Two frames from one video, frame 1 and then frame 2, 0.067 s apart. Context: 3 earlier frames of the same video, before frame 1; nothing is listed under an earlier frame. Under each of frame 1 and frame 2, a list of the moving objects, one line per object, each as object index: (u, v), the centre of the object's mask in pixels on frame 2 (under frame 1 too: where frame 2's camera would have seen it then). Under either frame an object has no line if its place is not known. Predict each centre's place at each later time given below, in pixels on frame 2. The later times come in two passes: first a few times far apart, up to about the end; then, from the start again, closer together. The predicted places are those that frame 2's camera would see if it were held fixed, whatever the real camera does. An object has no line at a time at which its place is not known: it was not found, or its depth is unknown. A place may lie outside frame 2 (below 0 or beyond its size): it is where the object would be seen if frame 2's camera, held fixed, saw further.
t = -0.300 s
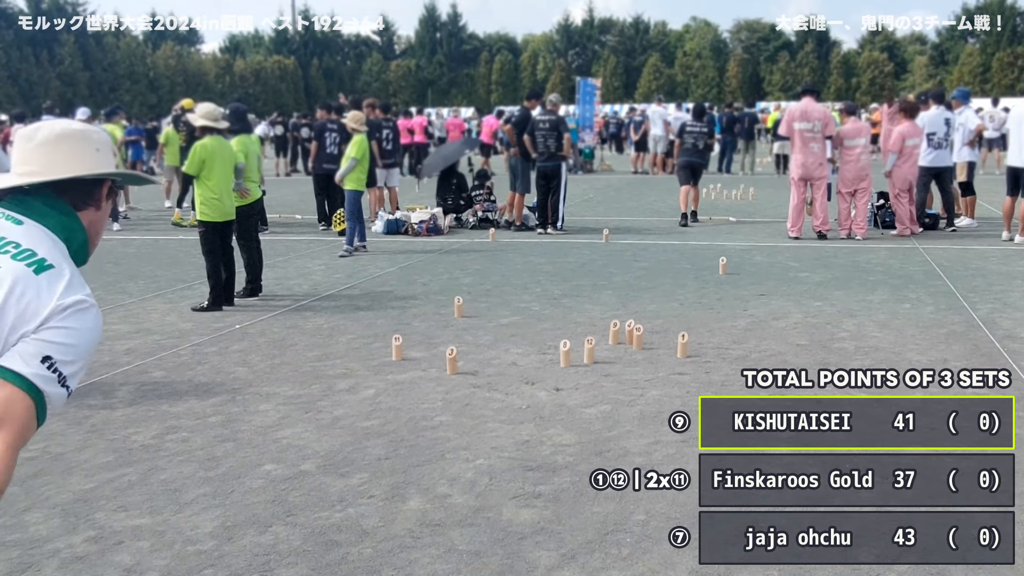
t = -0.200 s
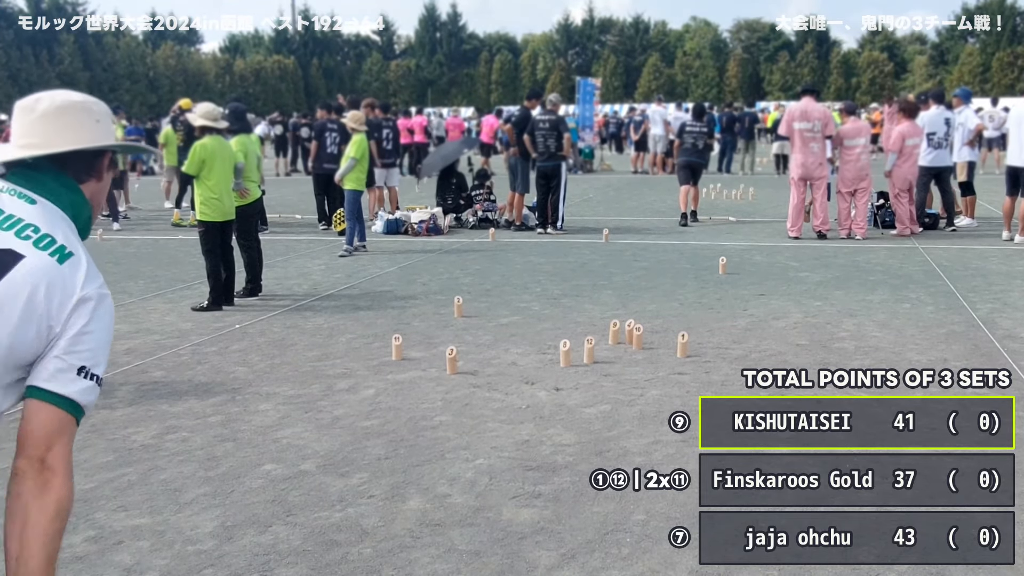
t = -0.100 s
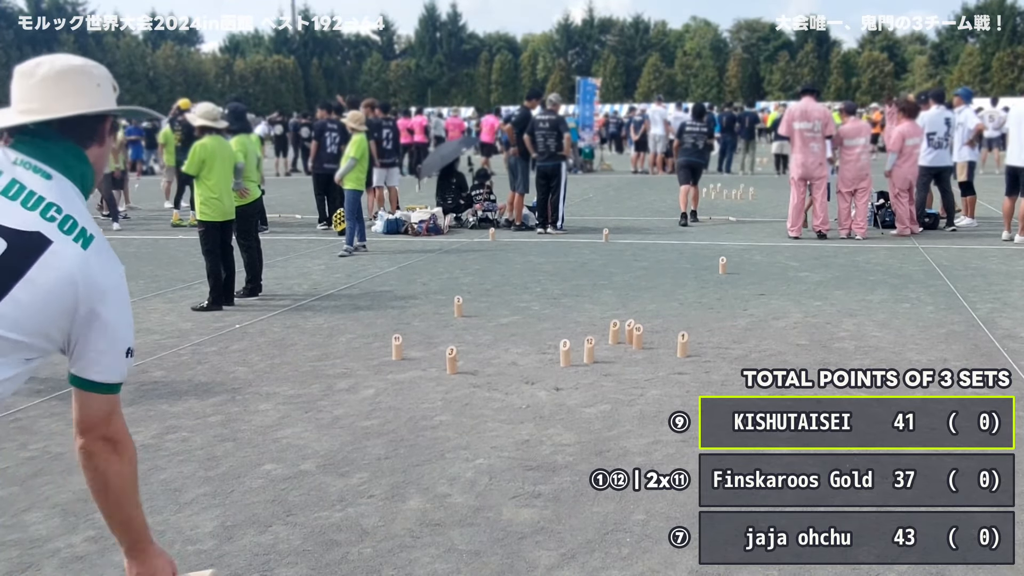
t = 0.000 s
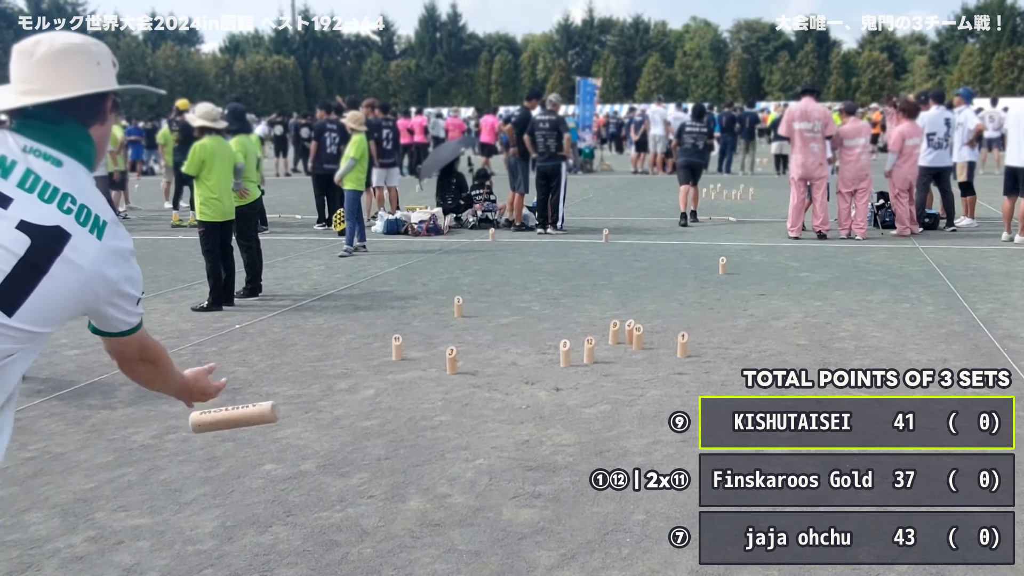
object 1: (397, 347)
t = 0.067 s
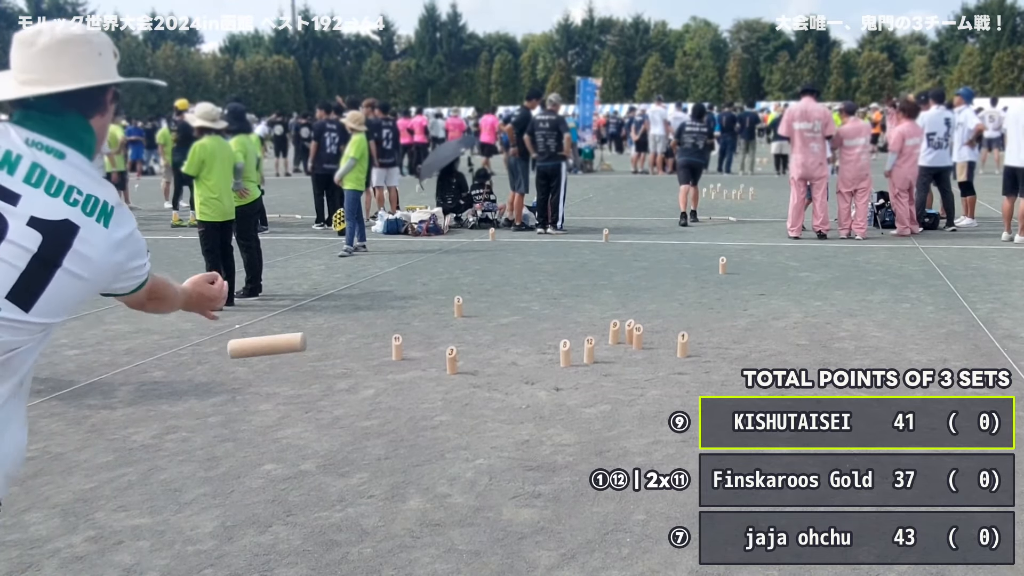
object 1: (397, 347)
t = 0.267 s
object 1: (397, 347)
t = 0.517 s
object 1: (397, 350)
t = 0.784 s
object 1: (411, 336)
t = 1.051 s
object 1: (427, 329)
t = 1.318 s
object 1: (436, 325)
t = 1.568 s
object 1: (437, 324)
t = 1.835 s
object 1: (437, 324)
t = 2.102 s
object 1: (437, 324)
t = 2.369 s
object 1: (437, 324)
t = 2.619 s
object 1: (437, 324)
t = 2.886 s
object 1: (437, 324)
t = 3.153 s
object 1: (437, 324)
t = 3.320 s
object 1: (437, 324)
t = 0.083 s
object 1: (397, 347)
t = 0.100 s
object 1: (397, 347)
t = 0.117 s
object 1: (397, 347)
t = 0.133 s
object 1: (397, 347)
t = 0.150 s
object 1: (397, 347)
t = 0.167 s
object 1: (397, 347)
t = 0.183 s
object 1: (397, 347)
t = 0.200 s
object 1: (397, 347)
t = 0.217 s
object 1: (397, 347)
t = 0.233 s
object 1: (397, 347)
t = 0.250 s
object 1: (397, 347)
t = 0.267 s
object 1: (397, 347)
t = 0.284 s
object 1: (397, 347)
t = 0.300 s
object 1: (397, 347)
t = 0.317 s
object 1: (397, 347)
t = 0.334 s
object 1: (397, 347)
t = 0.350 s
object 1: (397, 347)
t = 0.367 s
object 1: (397, 347)
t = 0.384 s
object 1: (397, 347)
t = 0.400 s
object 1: (397, 347)
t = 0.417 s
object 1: (397, 347)
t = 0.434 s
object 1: (397, 347)
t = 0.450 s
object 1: (397, 347)
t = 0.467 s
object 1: (397, 346)
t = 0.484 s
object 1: (397, 347)
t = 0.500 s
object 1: (397, 347)
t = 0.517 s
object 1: (397, 350)
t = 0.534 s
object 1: (397, 353)
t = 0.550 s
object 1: (397, 339)
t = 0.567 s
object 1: (397, 342)
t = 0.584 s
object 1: (397, 346)
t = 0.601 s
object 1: (397, 346)
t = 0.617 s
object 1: (397, 344)
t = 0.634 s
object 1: (397, 342)
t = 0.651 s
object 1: (398, 339)
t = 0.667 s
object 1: (399, 338)
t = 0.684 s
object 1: (400, 337)
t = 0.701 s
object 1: (402, 336)
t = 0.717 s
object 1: (404, 336)
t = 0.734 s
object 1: (406, 336)
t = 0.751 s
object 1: (408, 335)
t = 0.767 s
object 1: (410, 335)
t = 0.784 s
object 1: (411, 336)
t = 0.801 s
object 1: (413, 337)
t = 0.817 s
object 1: (414, 336)
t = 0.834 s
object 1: (415, 336)
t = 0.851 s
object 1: (417, 336)
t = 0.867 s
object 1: (417, 336)
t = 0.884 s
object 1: (418, 335)
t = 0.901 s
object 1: (419, 334)
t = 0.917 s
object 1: (419, 335)
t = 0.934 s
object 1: (421, 334)
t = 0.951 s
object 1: (422, 334)
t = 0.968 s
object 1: (423, 333)
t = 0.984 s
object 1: (424, 333)
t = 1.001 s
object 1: (425, 332)
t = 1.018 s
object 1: (425, 331)
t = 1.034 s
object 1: (426, 330)
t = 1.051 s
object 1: (427, 329)
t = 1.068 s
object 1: (428, 329)
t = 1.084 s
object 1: (430, 328)
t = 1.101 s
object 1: (430, 328)
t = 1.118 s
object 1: (431, 328)
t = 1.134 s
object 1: (431, 328)
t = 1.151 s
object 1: (433, 327)
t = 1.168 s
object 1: (433, 327)
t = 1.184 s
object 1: (434, 327)
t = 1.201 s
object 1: (435, 326)
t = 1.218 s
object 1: (435, 326)
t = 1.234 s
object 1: (436, 326)
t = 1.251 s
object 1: (436, 326)
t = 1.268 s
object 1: (437, 325)
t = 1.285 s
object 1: (437, 325)
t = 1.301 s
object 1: (436, 325)
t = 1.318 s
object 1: (436, 325)
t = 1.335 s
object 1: (436, 325)
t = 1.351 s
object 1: (437, 325)
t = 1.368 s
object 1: (436, 324)
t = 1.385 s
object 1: (436, 324)
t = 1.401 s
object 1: (437, 324)
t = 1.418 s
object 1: (437, 324)
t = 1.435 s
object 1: (437, 324)
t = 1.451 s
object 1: (437, 324)
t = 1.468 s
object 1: (437, 324)
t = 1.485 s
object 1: (437, 324)
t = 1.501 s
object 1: (437, 324)
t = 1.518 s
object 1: (437, 324)
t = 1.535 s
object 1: (437, 324)
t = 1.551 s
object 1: (437, 324)
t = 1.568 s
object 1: (437, 324)
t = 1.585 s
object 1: (437, 324)
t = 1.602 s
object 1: (437, 324)
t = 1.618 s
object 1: (437, 324)
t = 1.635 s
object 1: (437, 324)
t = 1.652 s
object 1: (437, 324)
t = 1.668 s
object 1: (437, 324)
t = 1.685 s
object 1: (437, 324)
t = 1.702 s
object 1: (437, 324)
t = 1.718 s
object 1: (437, 324)
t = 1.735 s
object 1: (437, 324)
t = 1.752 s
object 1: (437, 324)
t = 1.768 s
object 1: (437, 324)
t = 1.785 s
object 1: (437, 324)
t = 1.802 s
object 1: (437, 324)
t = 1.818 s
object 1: (437, 324)
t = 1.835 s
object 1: (437, 324)
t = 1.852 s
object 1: (437, 324)
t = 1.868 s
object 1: (437, 324)
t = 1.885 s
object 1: (437, 324)
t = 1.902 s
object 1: (437, 324)
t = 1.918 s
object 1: (437, 324)
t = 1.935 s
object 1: (437, 324)
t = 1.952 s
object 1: (437, 324)
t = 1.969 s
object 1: (437, 324)
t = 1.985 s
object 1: (437, 324)
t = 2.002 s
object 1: (437, 324)
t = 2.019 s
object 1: (437, 324)
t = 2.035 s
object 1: (437, 324)
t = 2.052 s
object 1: (437, 324)
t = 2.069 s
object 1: (437, 324)
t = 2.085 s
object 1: (437, 324)
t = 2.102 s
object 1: (437, 324)
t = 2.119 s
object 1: (437, 324)
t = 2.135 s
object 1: (437, 324)
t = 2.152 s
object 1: (437, 324)
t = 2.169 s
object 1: (437, 324)
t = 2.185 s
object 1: (437, 324)
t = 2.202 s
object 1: (437, 324)
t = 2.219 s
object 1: (437, 324)
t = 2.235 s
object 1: (437, 324)
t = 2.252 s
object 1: (437, 324)
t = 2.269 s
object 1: (437, 324)
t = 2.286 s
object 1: (437, 324)
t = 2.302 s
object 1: (437, 324)
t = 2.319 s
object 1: (437, 324)
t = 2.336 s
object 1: (437, 324)
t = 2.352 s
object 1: (437, 324)
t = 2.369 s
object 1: (437, 324)
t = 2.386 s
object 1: (437, 324)
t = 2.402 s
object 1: (437, 324)
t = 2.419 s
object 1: (437, 324)
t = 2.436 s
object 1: (437, 324)
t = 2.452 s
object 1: (437, 324)
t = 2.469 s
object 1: (437, 324)
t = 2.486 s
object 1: (437, 324)
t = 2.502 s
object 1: (437, 324)
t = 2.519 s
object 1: (437, 324)
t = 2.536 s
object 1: (437, 324)
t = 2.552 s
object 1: (437, 324)
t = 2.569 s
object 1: (437, 324)
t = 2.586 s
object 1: (437, 324)
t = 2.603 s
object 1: (437, 324)
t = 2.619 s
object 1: (437, 324)
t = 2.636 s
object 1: (437, 324)
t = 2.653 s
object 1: (437, 324)
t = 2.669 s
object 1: (437, 324)
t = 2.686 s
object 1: (437, 324)
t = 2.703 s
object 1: (437, 324)
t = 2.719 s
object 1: (437, 324)
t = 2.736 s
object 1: (437, 324)
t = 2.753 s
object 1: (437, 324)
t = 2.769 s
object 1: (437, 324)
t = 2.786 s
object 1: (437, 324)
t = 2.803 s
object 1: (437, 324)
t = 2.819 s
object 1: (437, 324)
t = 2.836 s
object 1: (437, 324)
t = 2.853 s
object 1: (437, 324)
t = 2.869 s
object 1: (437, 324)
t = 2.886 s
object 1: (437, 324)
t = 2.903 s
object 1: (437, 324)
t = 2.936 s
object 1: (437, 322)
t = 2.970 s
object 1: (437, 324)
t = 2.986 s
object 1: (437, 324)
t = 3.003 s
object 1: (437, 324)
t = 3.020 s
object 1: (437, 324)
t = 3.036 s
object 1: (437, 324)
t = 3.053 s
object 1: (437, 324)
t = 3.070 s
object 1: (437, 324)
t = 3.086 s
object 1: (437, 324)
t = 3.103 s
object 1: (437, 324)
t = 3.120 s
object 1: (437, 324)
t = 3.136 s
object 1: (437, 324)
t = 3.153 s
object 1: (437, 324)
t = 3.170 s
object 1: (437, 324)
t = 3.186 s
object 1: (437, 324)
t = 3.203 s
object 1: (437, 324)
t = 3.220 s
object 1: (437, 324)
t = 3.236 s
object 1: (437, 324)
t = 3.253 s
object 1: (437, 324)
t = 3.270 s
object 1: (437, 324)
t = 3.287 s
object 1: (437, 324)
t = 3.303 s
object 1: (437, 324)
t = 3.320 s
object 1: (437, 324)
